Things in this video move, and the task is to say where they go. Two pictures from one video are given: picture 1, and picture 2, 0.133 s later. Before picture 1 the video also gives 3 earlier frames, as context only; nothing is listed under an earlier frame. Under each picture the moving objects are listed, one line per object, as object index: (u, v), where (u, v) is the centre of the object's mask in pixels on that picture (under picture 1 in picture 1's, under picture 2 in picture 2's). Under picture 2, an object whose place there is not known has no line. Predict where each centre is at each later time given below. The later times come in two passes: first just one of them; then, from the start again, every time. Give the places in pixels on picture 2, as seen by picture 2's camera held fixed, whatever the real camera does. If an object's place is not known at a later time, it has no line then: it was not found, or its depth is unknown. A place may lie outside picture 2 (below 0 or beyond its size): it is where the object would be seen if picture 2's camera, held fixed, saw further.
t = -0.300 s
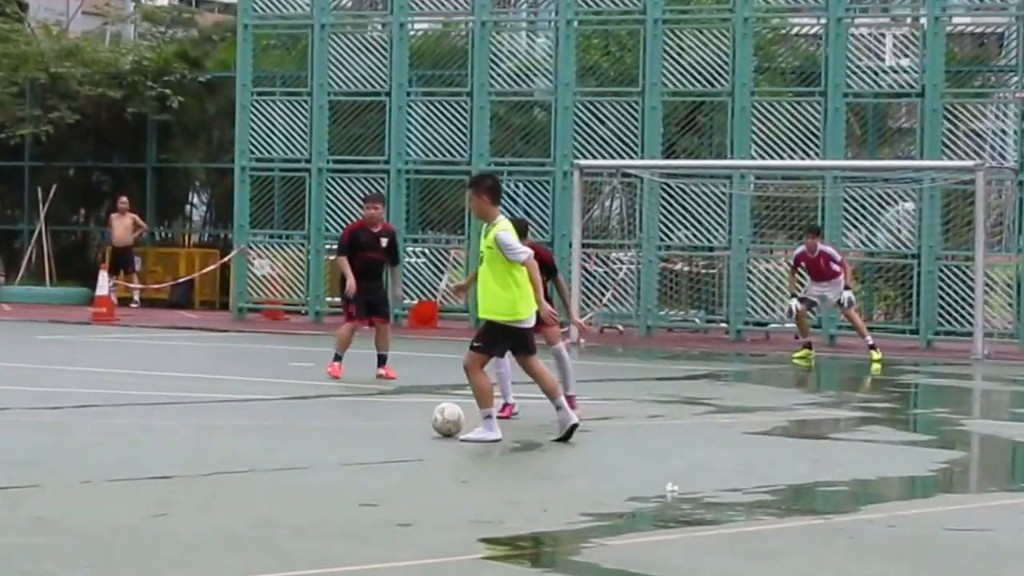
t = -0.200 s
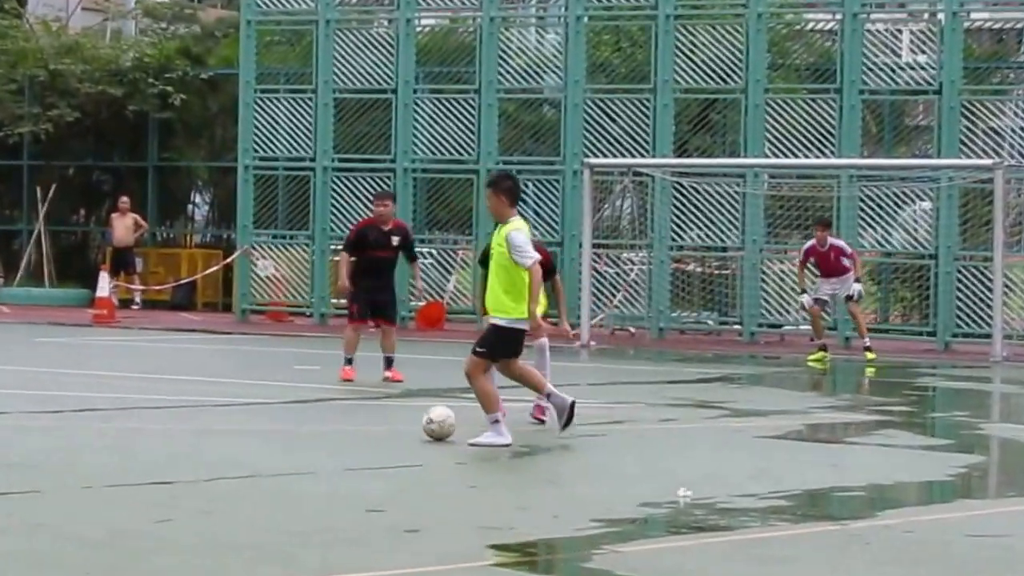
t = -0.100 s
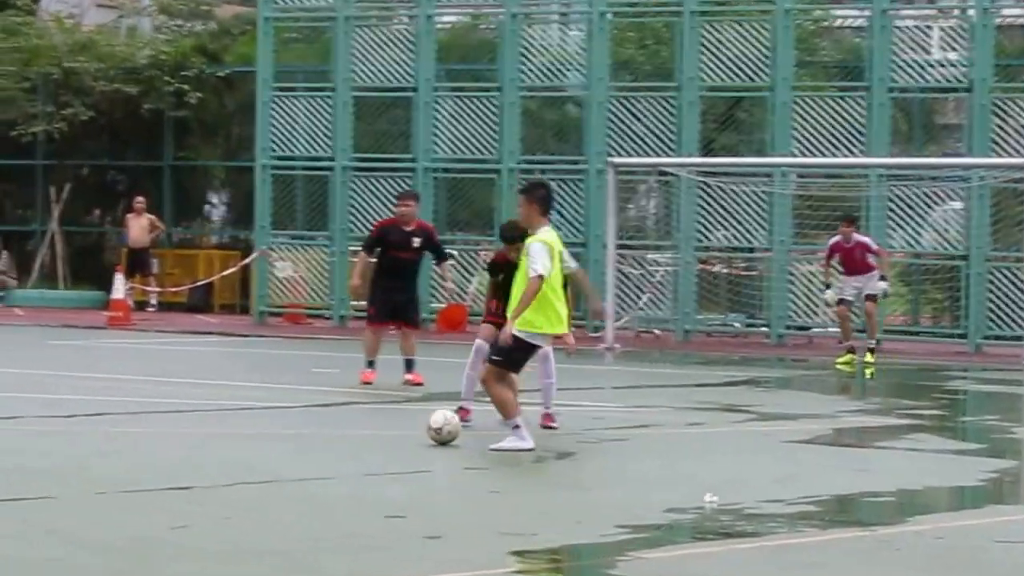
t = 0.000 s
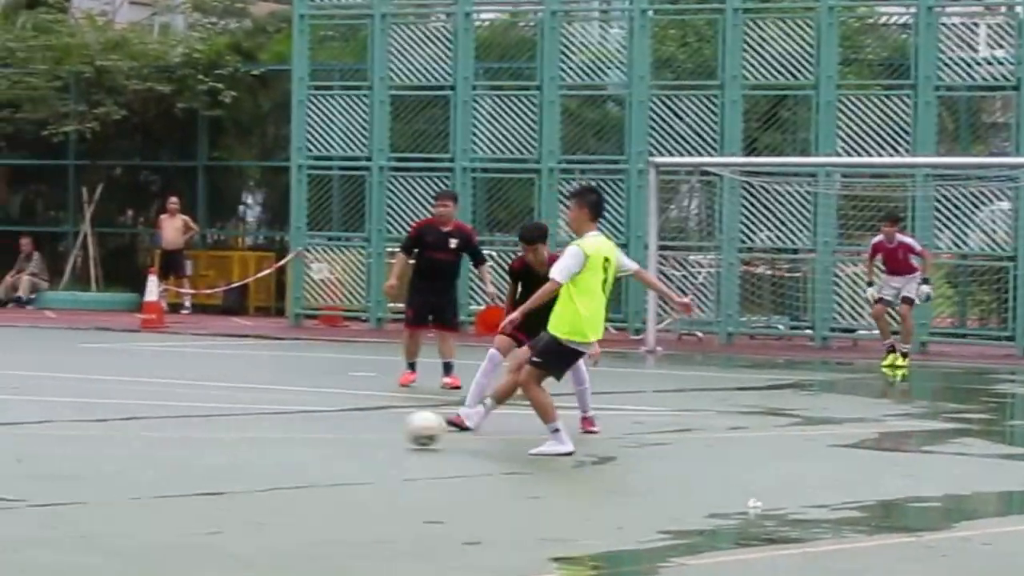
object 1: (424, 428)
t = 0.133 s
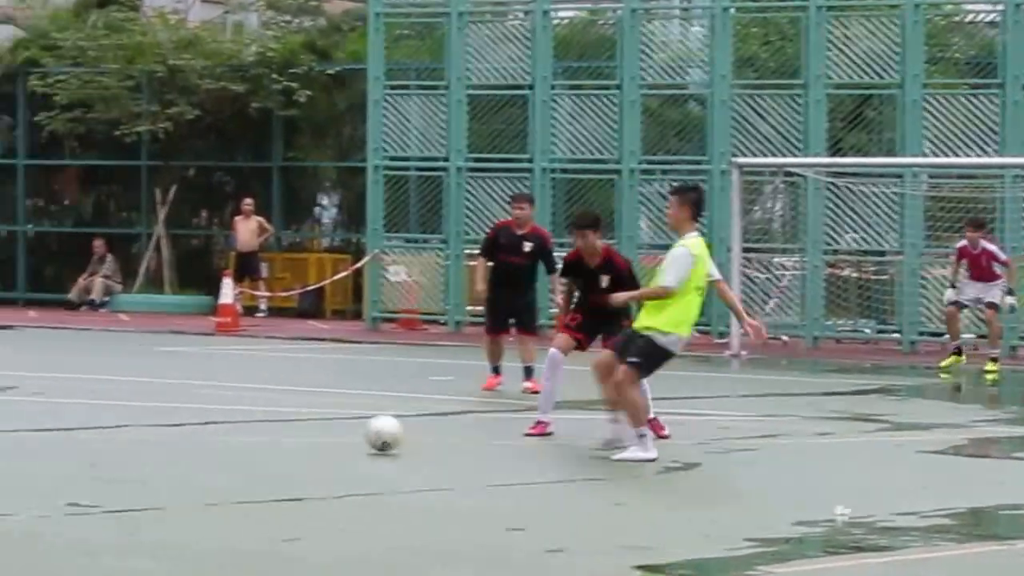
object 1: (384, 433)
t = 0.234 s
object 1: (304, 432)
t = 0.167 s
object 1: (357, 434)
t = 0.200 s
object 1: (330, 433)
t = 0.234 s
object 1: (304, 432)
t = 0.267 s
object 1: (278, 432)
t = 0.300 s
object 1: (252, 432)
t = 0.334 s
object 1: (224, 430)
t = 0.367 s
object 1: (196, 431)
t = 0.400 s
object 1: (169, 431)
